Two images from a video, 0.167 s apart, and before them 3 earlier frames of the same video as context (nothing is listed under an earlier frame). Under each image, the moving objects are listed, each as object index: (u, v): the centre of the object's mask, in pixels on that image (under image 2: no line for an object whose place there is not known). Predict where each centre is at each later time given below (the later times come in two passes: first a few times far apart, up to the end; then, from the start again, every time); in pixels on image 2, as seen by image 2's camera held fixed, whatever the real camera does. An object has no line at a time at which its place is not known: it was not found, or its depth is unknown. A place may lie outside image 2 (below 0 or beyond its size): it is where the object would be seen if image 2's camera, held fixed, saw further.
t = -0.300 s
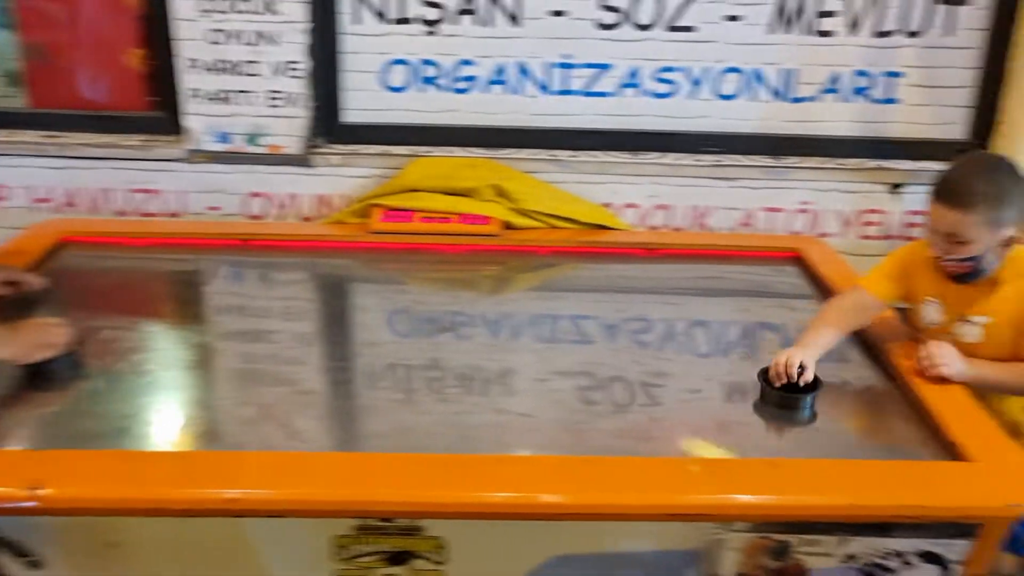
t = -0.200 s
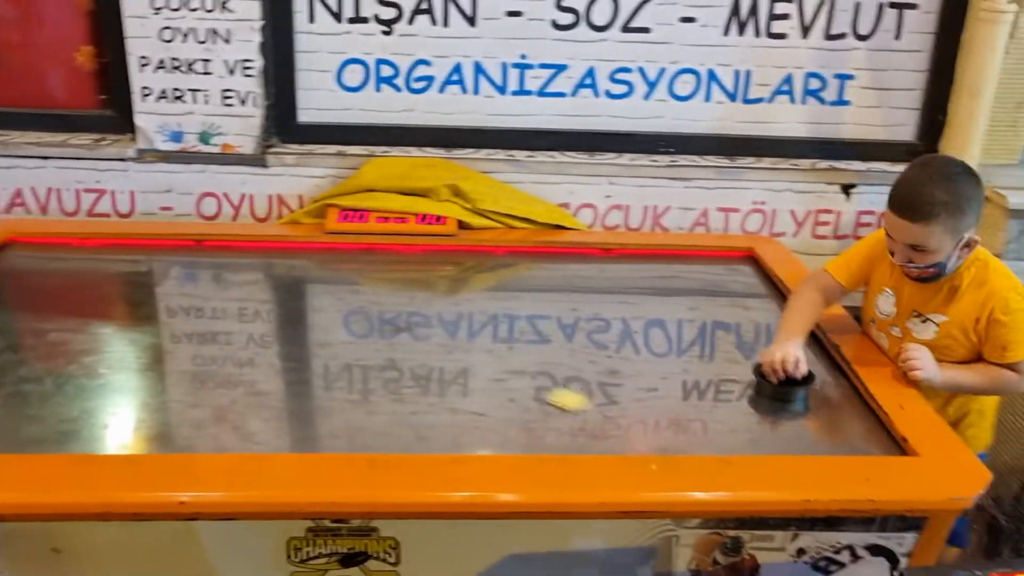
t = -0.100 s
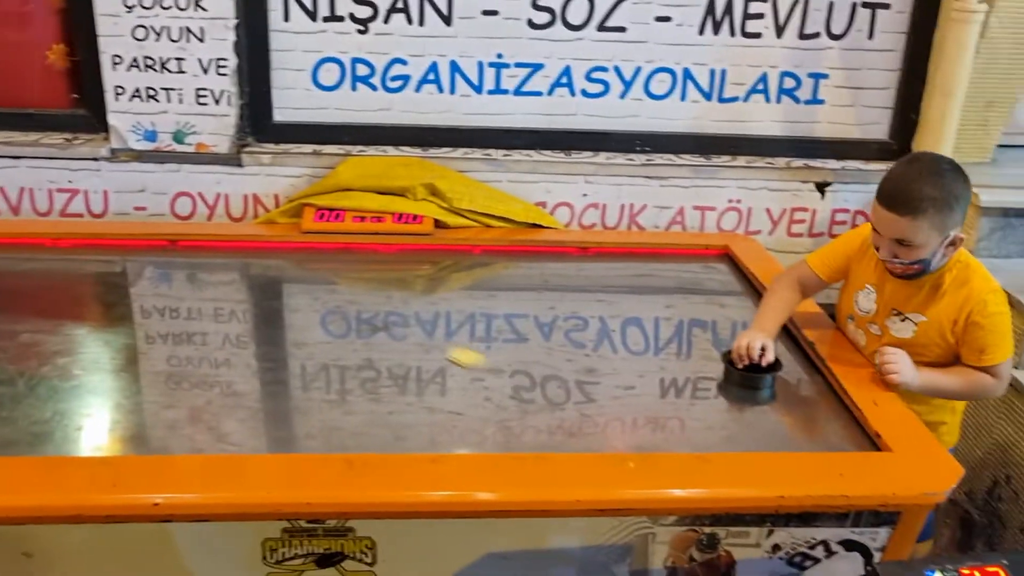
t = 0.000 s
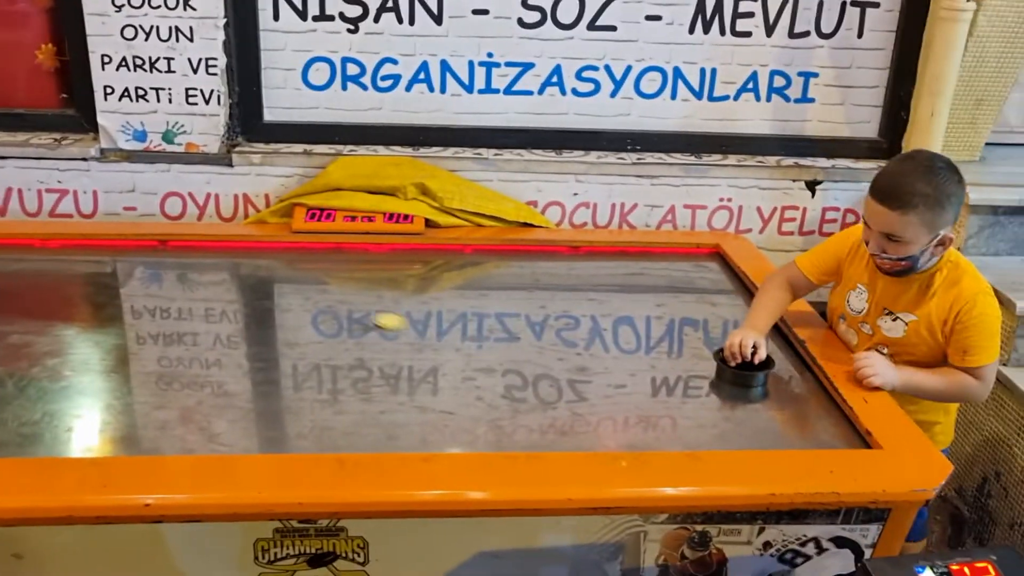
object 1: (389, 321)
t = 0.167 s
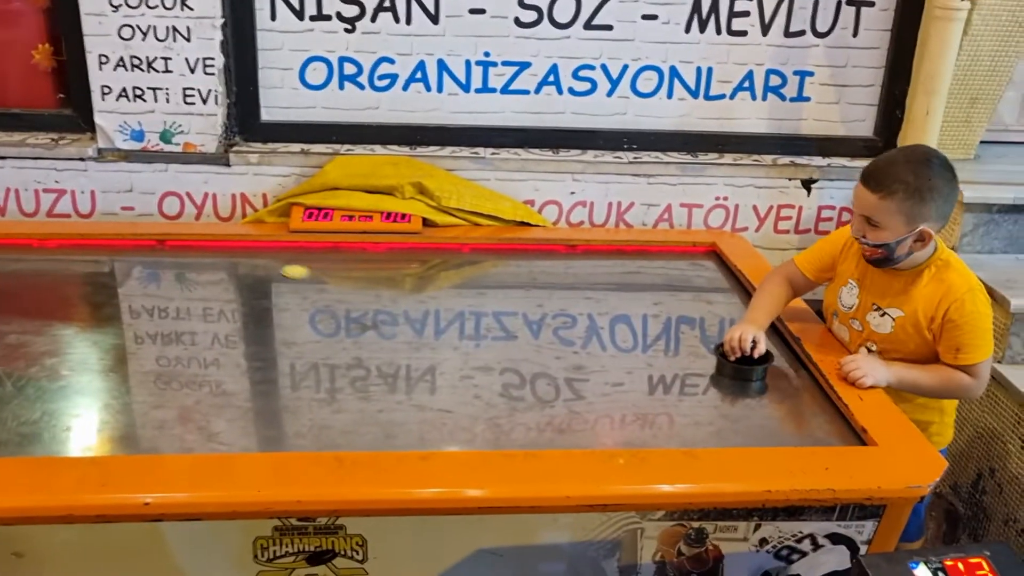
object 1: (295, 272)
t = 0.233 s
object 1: (263, 255)
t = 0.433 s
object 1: (155, 284)
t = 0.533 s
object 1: (89, 312)
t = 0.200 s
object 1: (279, 264)
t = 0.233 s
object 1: (263, 255)
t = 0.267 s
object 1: (248, 249)
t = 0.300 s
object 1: (231, 253)
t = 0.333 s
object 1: (213, 260)
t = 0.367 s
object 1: (194, 268)
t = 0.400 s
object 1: (175, 275)
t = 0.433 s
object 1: (155, 284)
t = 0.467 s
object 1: (133, 293)
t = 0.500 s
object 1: (111, 303)
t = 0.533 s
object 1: (89, 312)
